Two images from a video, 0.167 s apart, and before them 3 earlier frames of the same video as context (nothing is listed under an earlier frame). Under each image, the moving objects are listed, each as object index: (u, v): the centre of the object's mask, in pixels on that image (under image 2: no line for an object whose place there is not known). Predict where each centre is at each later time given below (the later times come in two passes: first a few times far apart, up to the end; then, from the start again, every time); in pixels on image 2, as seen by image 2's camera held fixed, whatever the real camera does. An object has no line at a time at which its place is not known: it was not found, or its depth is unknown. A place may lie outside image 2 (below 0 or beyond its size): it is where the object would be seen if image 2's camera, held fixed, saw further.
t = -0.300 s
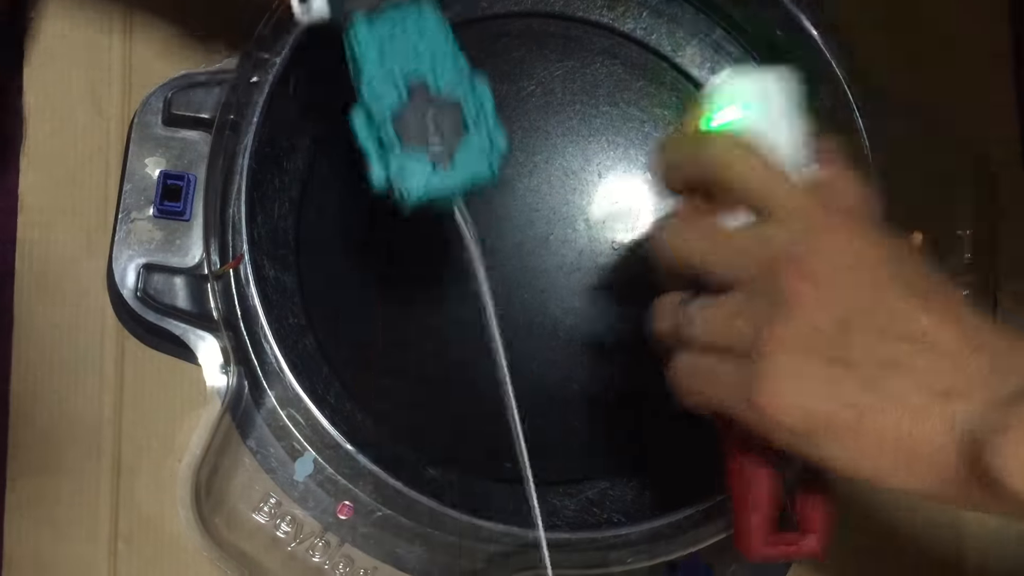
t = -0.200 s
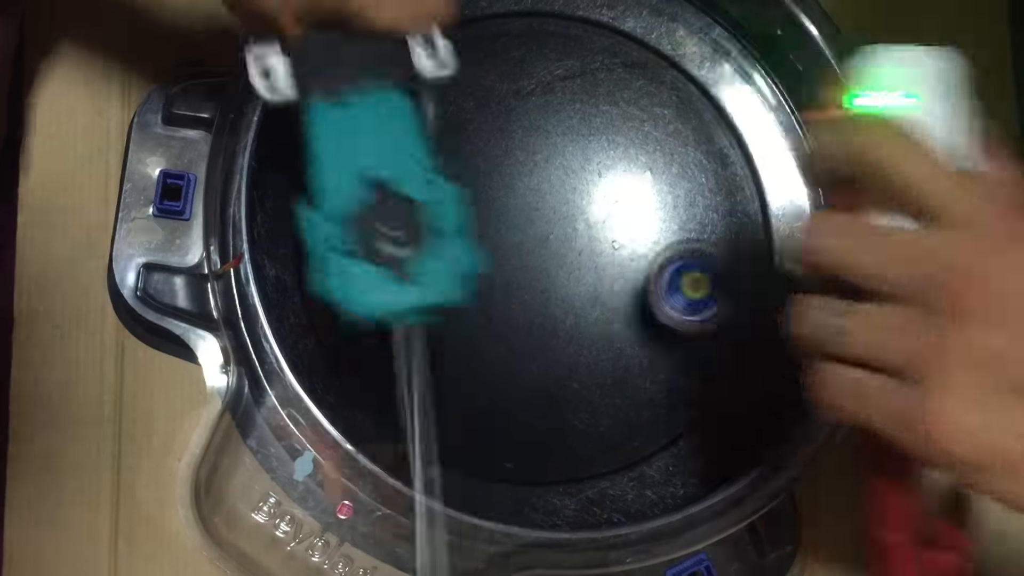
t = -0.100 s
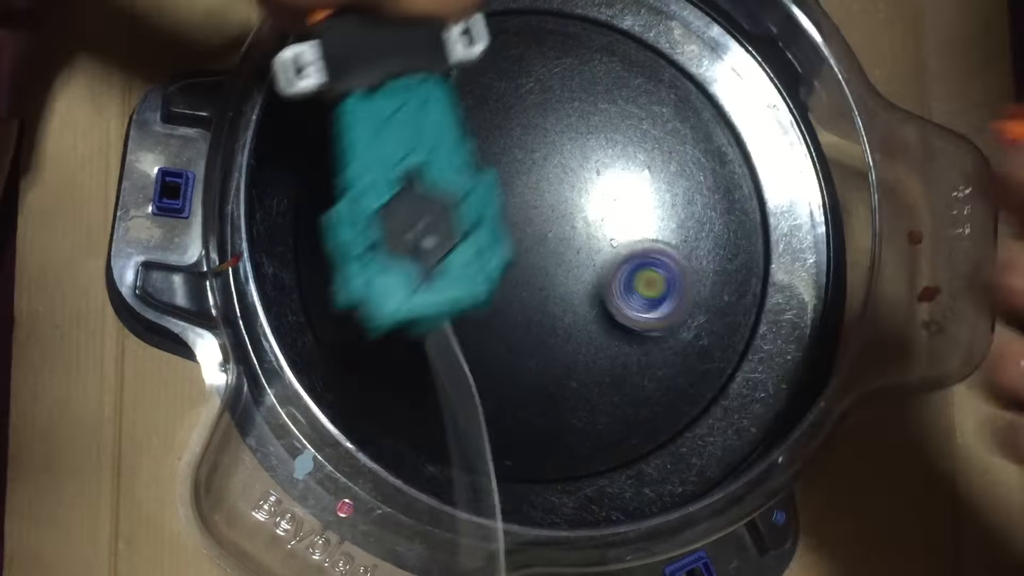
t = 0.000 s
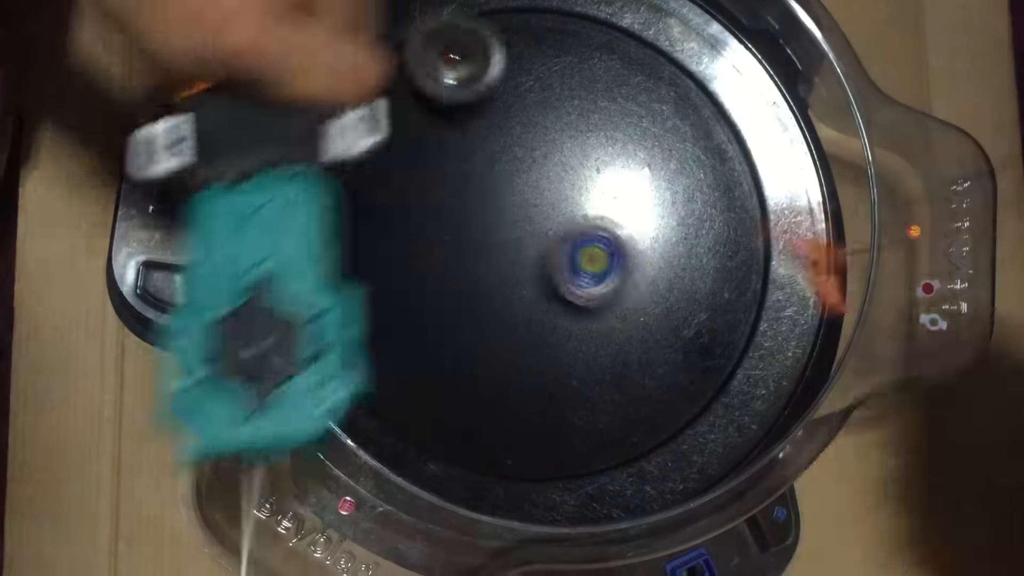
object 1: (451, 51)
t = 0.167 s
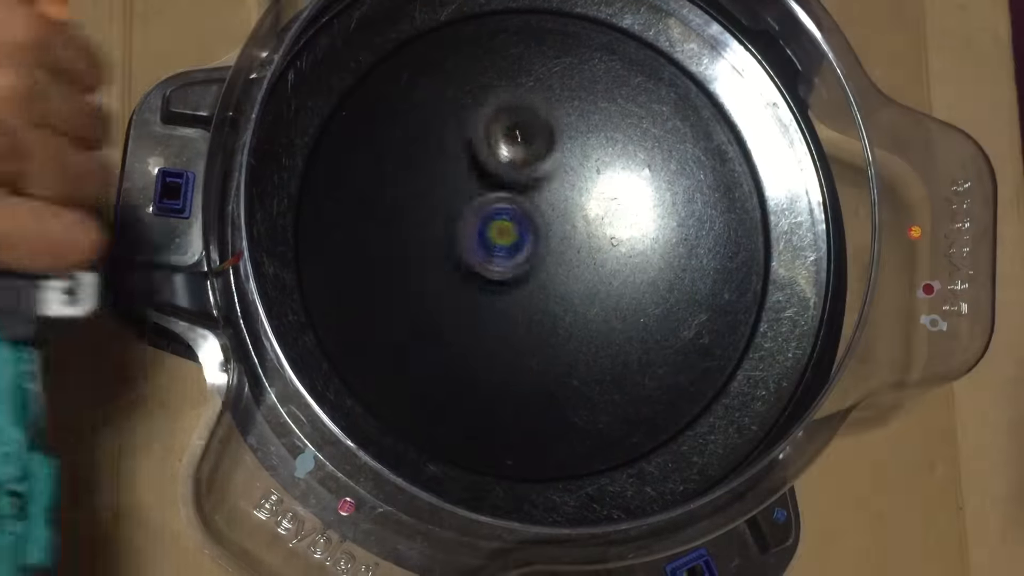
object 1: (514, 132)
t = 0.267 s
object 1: (534, 157)
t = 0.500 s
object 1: (487, 173)
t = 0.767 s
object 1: (484, 224)
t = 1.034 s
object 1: (495, 176)
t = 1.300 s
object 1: (452, 161)
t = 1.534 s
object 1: (379, 116)
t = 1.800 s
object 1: (397, 192)
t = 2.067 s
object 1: (470, 225)
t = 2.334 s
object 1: (460, 246)
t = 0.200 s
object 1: (521, 145)
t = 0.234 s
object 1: (530, 153)
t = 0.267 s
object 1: (534, 157)
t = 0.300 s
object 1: (535, 162)
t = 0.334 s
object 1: (533, 170)
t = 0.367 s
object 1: (527, 173)
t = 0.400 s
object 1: (518, 174)
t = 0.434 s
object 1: (508, 174)
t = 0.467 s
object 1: (498, 174)
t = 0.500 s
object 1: (487, 173)
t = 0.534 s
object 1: (475, 176)
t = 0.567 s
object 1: (465, 181)
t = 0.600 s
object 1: (458, 190)
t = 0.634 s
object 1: (458, 198)
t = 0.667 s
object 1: (461, 206)
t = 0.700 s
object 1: (466, 214)
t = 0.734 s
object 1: (475, 220)
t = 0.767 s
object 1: (484, 224)
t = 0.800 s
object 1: (493, 224)
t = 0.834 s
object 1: (497, 214)
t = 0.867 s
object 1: (502, 208)
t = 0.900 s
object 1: (504, 202)
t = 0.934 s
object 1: (506, 200)
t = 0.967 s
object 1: (503, 191)
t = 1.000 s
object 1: (499, 183)
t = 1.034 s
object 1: (495, 176)
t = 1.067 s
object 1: (491, 173)
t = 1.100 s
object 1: (488, 172)
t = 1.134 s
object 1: (482, 169)
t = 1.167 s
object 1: (477, 167)
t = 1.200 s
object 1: (471, 164)
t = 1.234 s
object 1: (462, 160)
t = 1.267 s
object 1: (455, 159)
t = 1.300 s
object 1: (452, 161)
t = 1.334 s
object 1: (451, 166)
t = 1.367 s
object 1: (451, 170)
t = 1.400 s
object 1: (453, 174)
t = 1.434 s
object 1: (430, 155)
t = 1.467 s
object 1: (407, 134)
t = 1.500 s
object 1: (390, 122)
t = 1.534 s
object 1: (379, 116)
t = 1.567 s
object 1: (371, 118)
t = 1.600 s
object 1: (369, 125)
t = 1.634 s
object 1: (369, 137)
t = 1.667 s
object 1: (369, 150)
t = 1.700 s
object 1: (374, 163)
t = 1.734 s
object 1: (380, 174)
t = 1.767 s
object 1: (386, 184)
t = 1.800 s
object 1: (397, 192)
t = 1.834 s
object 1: (408, 200)
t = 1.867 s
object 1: (422, 206)
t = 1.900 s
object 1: (434, 211)
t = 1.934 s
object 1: (449, 216)
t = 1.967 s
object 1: (463, 219)
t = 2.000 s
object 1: (477, 219)
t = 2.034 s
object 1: (478, 220)
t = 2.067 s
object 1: (470, 225)
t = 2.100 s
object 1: (467, 226)
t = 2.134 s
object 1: (469, 226)
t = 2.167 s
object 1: (476, 224)
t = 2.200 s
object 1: (487, 221)
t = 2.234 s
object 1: (497, 218)
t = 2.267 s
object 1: (490, 225)
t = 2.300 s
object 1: (470, 236)
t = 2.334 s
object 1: (460, 246)
